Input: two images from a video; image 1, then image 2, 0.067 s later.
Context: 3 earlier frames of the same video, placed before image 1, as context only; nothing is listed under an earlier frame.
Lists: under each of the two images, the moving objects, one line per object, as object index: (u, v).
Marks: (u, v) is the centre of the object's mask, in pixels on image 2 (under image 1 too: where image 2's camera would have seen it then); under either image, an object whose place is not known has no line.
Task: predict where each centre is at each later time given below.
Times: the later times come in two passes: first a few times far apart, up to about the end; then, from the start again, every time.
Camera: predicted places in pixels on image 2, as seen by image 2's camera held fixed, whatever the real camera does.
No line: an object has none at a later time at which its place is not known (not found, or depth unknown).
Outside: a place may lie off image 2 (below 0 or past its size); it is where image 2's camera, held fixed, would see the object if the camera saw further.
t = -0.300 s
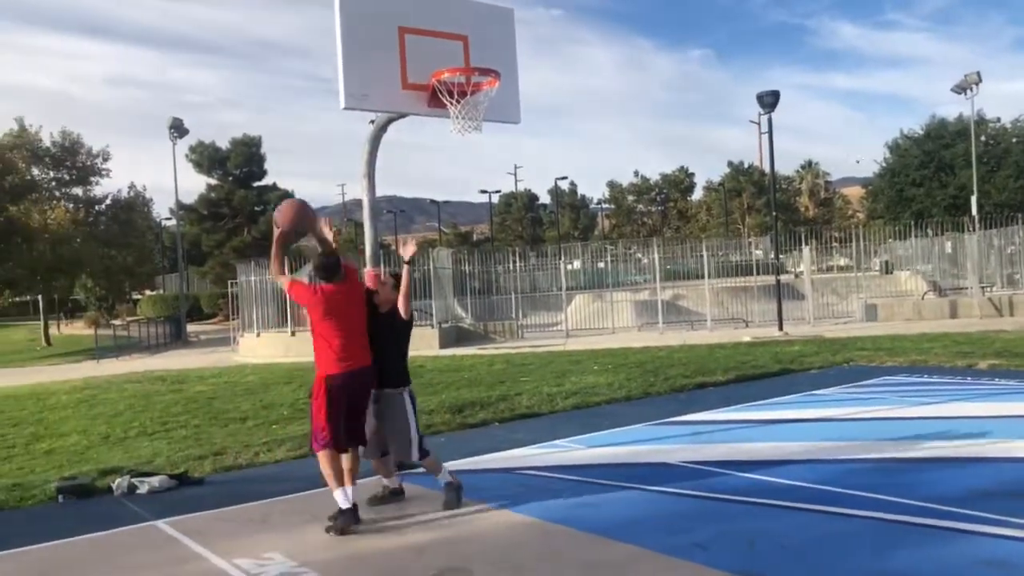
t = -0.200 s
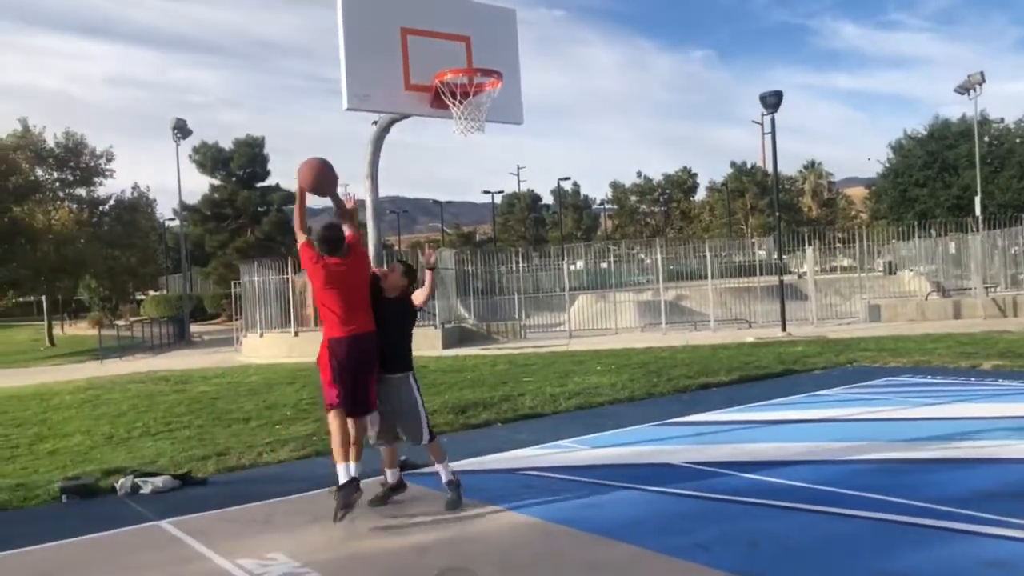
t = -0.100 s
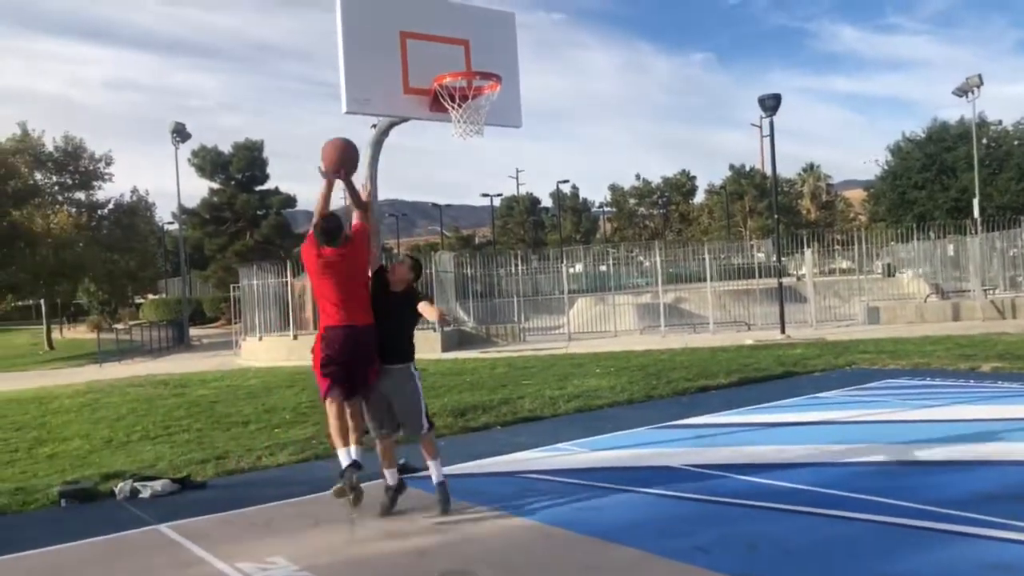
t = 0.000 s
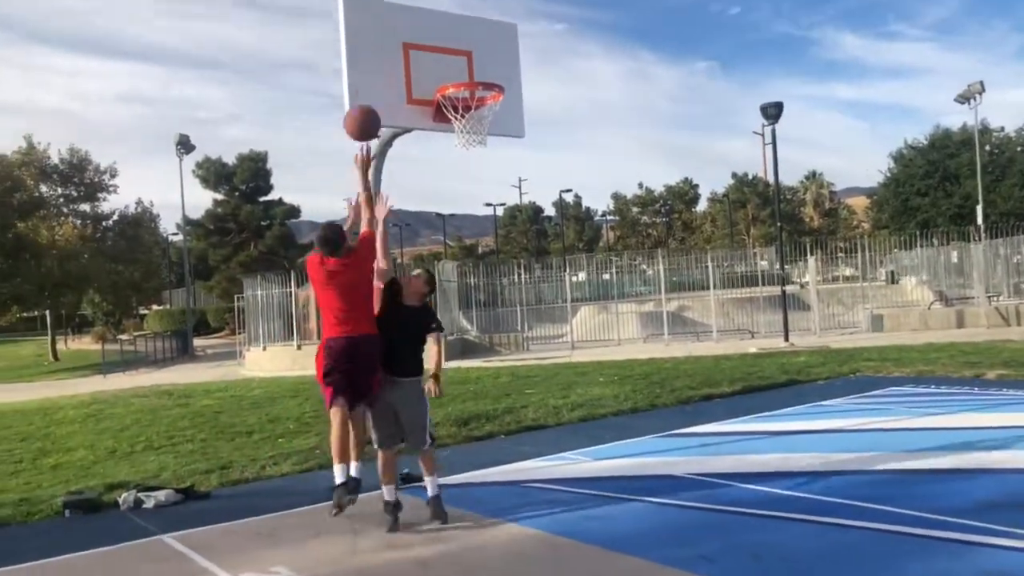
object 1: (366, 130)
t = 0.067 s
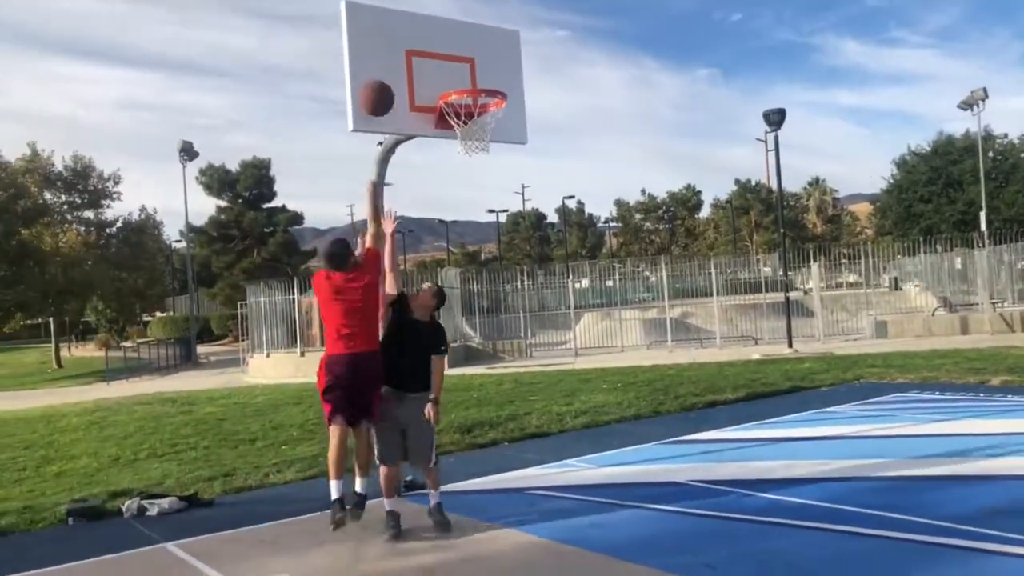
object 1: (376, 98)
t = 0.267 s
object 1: (408, 49)
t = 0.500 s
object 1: (458, 75)
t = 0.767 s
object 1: (492, 136)
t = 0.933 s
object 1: (481, 172)
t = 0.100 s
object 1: (382, 85)
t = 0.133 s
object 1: (387, 74)
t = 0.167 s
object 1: (392, 65)
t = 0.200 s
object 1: (398, 58)
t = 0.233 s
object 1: (402, 52)
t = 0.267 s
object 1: (408, 49)
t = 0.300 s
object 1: (414, 50)
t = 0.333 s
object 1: (422, 50)
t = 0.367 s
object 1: (429, 52)
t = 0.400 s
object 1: (437, 56)
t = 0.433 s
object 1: (443, 61)
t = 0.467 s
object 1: (450, 69)
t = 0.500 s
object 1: (458, 75)
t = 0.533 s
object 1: (464, 80)
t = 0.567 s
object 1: (472, 85)
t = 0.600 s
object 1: (485, 110)
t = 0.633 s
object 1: (492, 121)
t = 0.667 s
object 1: (494, 127)
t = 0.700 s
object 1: (497, 130)
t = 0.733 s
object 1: (496, 136)
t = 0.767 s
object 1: (492, 136)
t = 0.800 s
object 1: (489, 143)
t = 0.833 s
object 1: (486, 147)
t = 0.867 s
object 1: (484, 153)
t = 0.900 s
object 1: (482, 162)
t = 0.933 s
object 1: (481, 172)
